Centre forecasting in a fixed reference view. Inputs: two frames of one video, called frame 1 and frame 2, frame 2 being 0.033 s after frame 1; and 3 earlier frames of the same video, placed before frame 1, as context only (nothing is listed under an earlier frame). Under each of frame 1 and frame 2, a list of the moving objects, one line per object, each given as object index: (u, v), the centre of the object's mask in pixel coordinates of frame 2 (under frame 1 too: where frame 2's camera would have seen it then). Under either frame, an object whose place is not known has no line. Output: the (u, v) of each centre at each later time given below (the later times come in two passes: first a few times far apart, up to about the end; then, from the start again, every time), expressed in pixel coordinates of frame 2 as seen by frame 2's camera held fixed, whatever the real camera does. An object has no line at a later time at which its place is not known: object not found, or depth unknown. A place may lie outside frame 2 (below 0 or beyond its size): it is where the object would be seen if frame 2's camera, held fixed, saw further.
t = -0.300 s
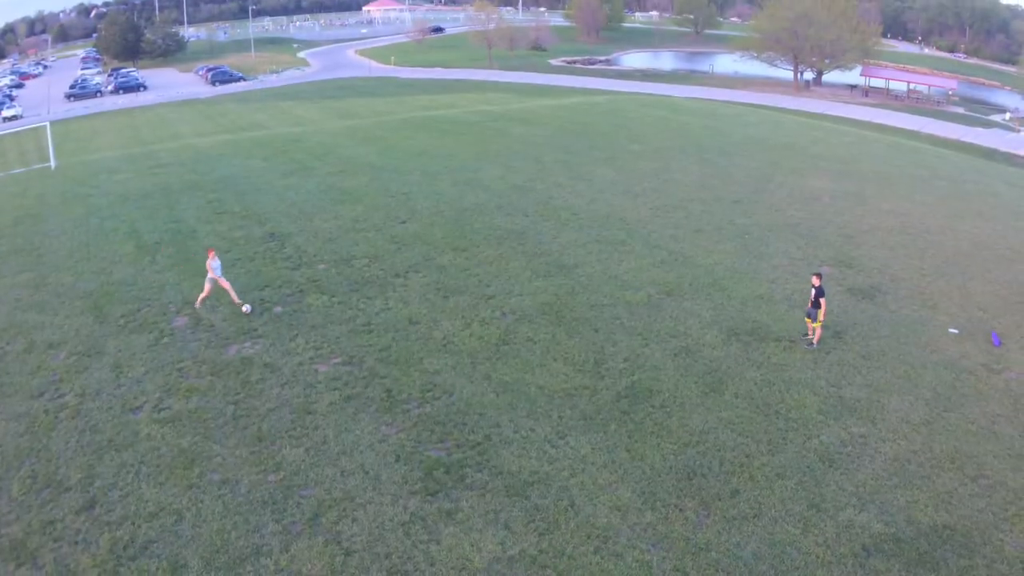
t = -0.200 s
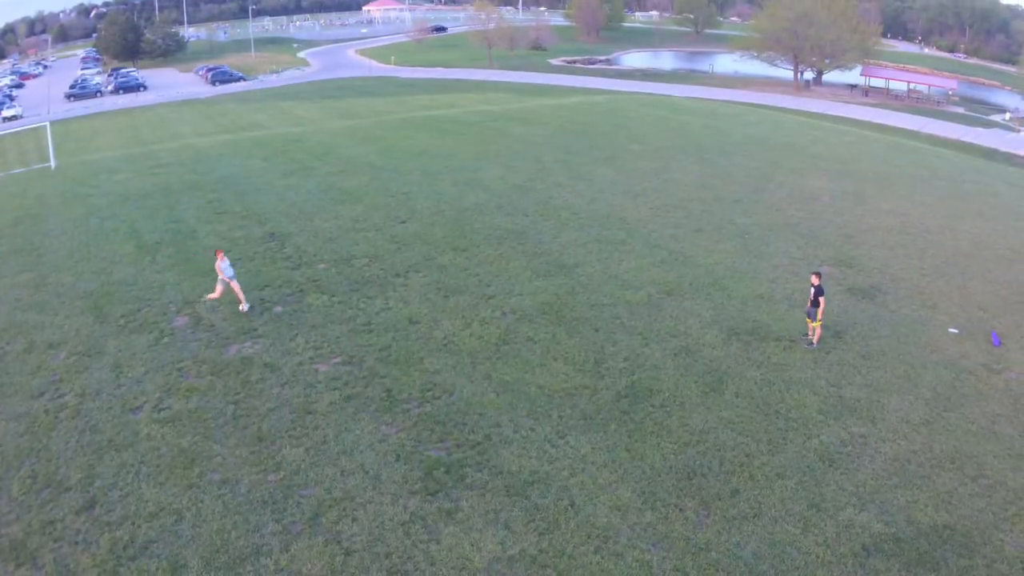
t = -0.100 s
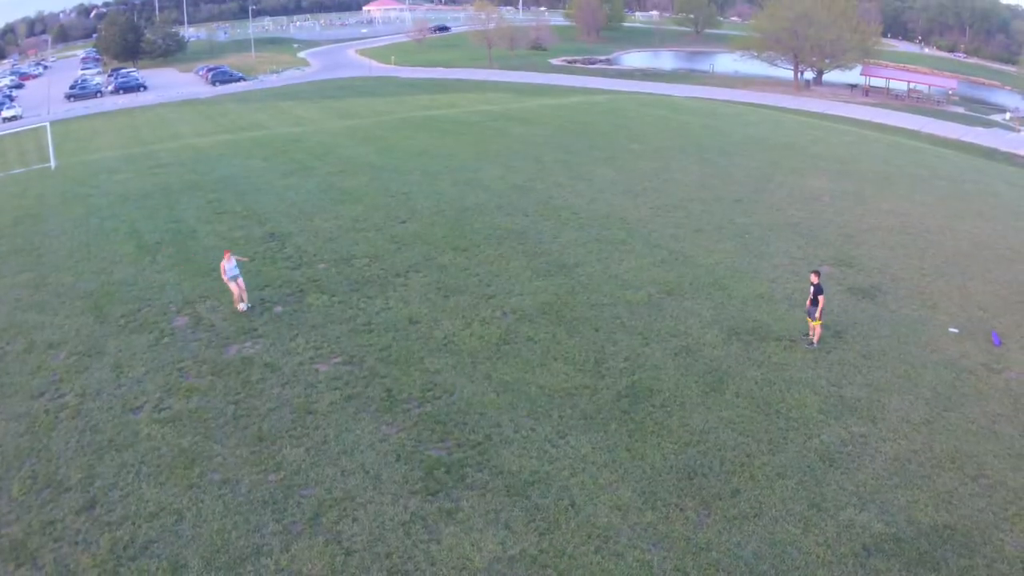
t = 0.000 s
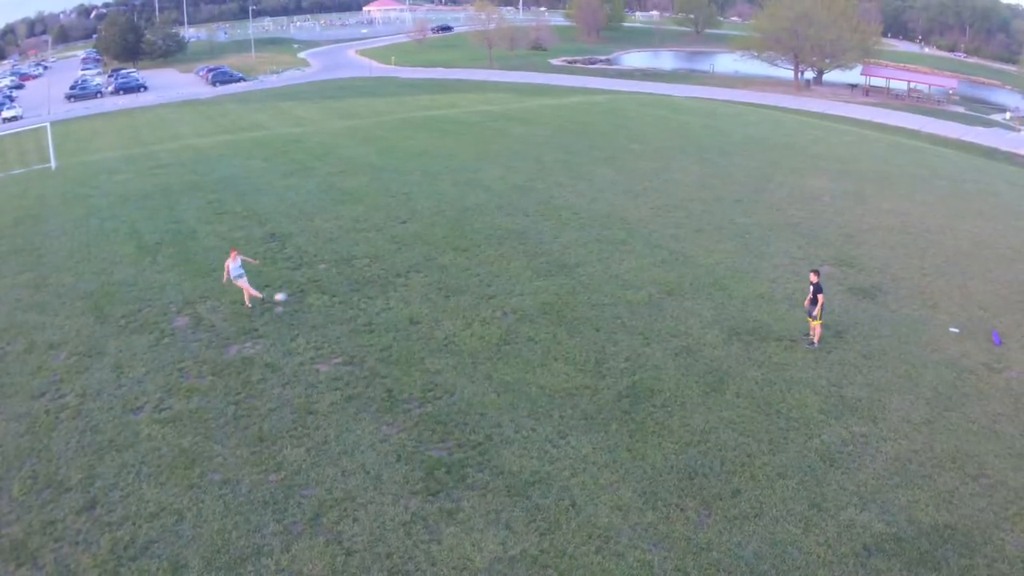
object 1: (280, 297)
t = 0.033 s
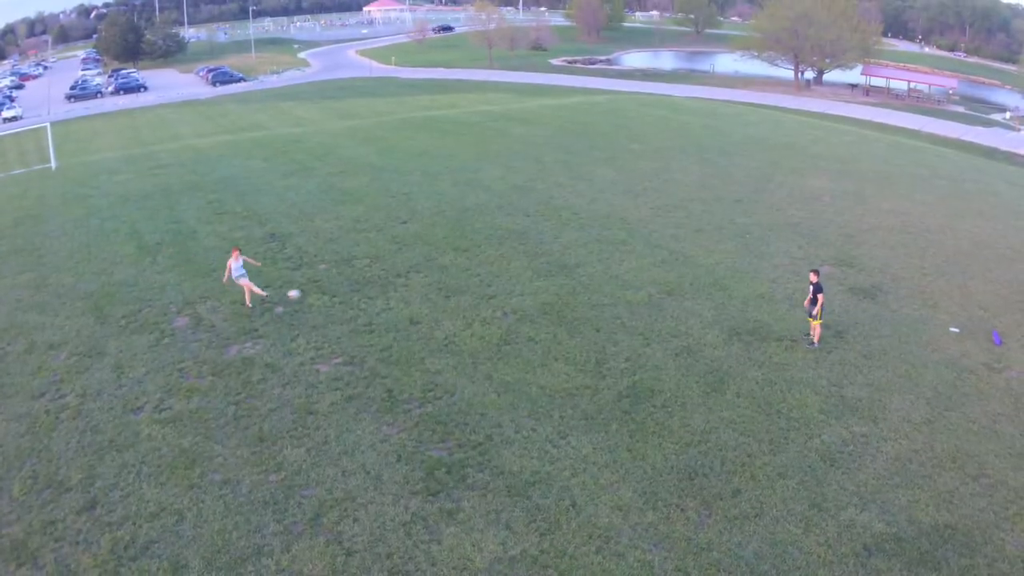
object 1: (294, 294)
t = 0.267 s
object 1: (399, 283)
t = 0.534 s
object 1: (531, 290)
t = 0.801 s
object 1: (664, 323)
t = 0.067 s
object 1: (308, 291)
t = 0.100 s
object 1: (322, 289)
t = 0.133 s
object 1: (337, 287)
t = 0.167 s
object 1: (352, 286)
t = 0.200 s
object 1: (367, 284)
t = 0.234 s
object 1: (383, 283)
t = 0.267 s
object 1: (399, 283)
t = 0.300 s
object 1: (415, 282)
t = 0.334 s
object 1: (431, 282)
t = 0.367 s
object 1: (447, 282)
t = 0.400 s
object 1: (464, 283)
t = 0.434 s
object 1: (480, 284)
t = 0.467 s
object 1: (497, 286)
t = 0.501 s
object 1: (514, 288)
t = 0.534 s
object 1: (531, 290)
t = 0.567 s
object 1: (548, 293)
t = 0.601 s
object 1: (565, 296)
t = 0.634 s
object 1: (581, 300)
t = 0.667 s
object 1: (598, 303)
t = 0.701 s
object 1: (615, 308)
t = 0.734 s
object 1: (632, 313)
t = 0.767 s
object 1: (648, 317)
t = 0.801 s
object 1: (664, 323)
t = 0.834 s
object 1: (680, 329)
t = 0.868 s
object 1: (696, 335)
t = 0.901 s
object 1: (712, 342)
